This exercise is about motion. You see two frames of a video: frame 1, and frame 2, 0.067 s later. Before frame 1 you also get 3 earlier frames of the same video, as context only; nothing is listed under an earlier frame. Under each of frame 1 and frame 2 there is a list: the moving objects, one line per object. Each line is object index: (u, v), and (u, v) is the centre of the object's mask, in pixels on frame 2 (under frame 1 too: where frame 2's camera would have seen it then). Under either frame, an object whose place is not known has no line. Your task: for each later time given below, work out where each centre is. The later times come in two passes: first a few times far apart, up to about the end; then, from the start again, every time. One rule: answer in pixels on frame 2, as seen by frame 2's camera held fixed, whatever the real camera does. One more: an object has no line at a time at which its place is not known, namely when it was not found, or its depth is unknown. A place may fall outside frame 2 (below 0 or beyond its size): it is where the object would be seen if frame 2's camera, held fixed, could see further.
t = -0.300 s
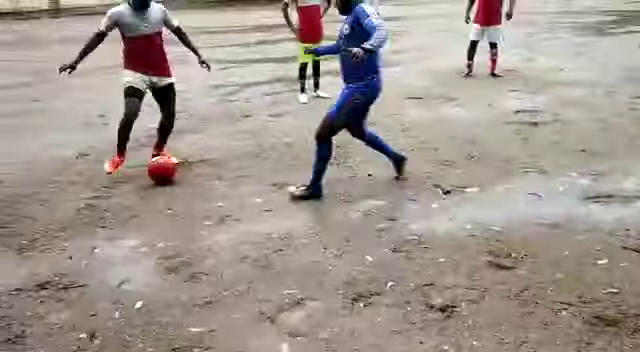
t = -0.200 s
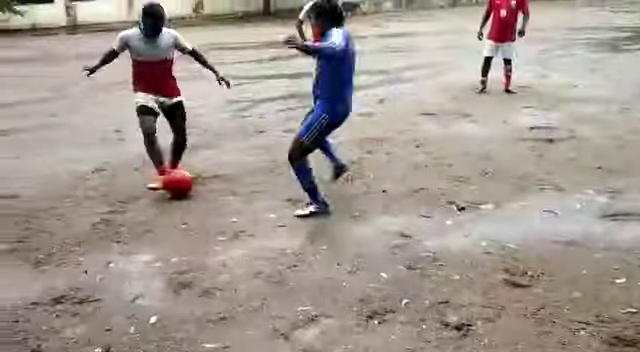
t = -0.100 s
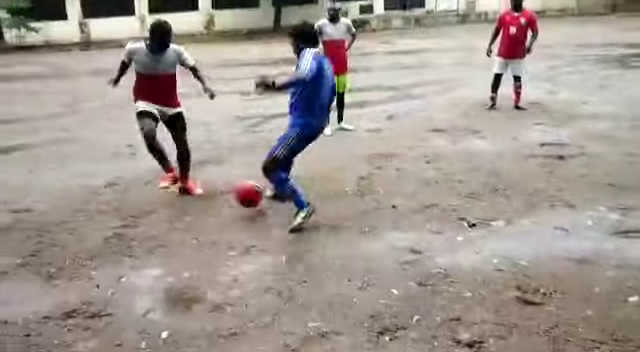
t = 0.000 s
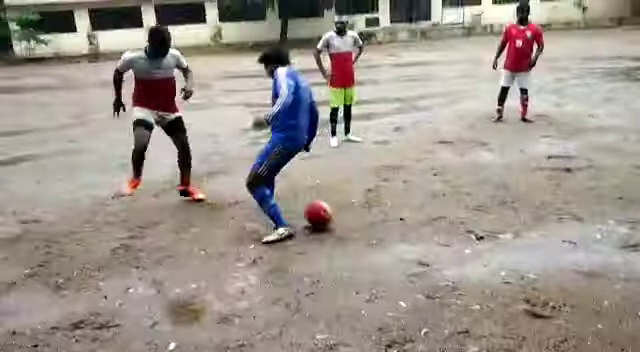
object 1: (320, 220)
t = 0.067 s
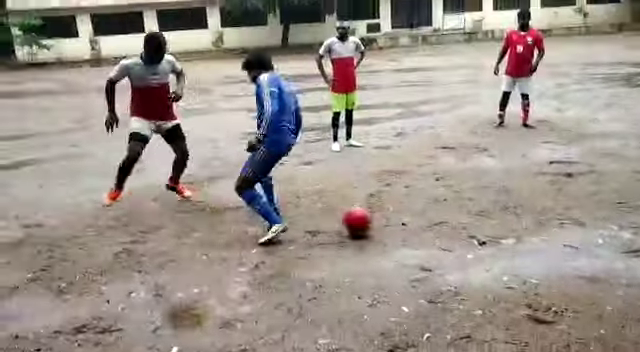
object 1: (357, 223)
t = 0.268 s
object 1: (449, 228)
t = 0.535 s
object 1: (561, 217)
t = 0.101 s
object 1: (374, 223)
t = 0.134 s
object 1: (390, 224)
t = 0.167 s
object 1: (407, 226)
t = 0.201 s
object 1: (420, 225)
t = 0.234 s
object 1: (435, 225)
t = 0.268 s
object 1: (449, 228)
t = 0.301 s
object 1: (465, 229)
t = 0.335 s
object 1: (479, 227)
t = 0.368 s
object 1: (493, 221)
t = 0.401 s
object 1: (506, 217)
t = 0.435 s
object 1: (519, 215)
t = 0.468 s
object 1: (533, 214)
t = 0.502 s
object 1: (547, 215)
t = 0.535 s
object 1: (561, 217)
